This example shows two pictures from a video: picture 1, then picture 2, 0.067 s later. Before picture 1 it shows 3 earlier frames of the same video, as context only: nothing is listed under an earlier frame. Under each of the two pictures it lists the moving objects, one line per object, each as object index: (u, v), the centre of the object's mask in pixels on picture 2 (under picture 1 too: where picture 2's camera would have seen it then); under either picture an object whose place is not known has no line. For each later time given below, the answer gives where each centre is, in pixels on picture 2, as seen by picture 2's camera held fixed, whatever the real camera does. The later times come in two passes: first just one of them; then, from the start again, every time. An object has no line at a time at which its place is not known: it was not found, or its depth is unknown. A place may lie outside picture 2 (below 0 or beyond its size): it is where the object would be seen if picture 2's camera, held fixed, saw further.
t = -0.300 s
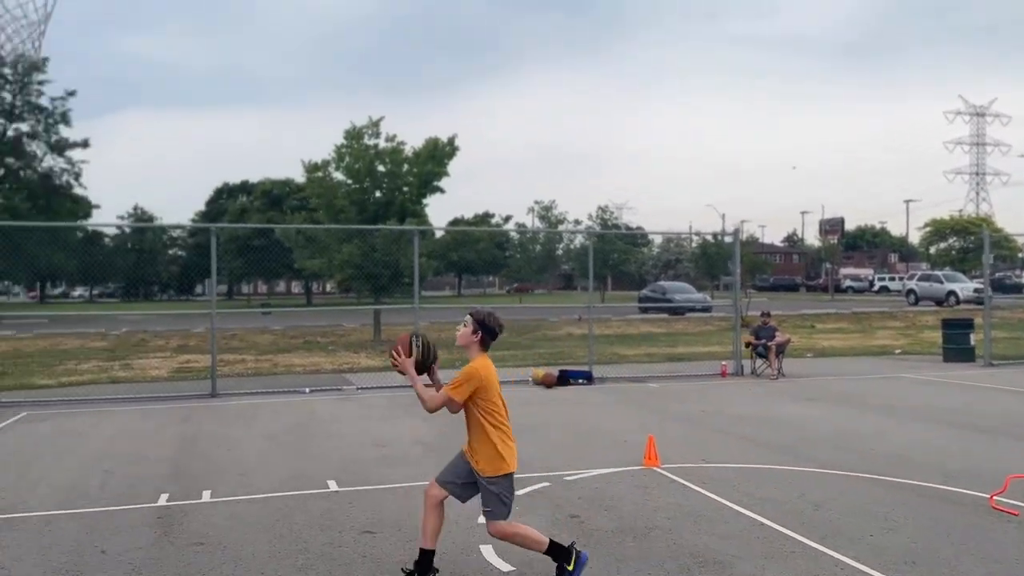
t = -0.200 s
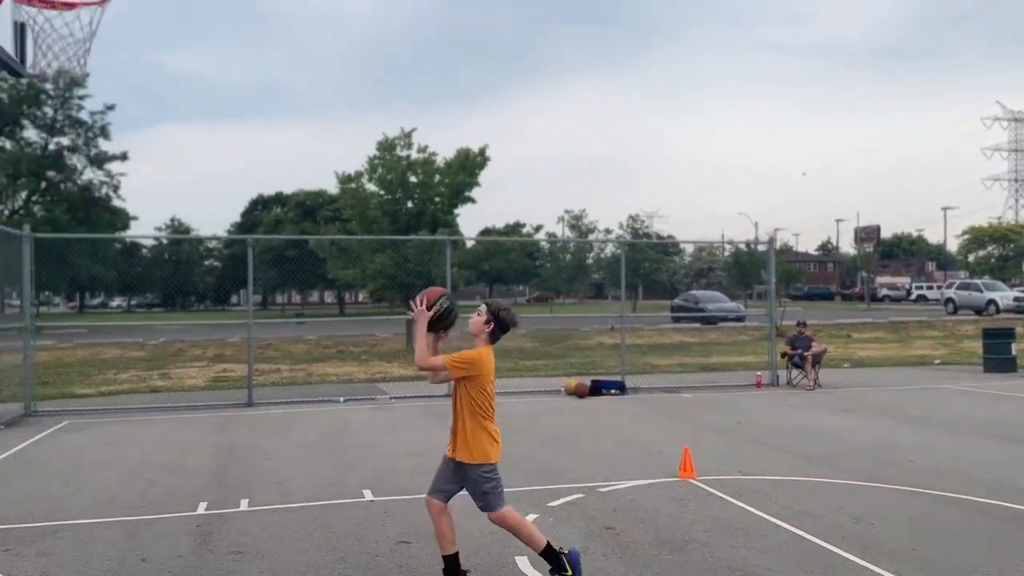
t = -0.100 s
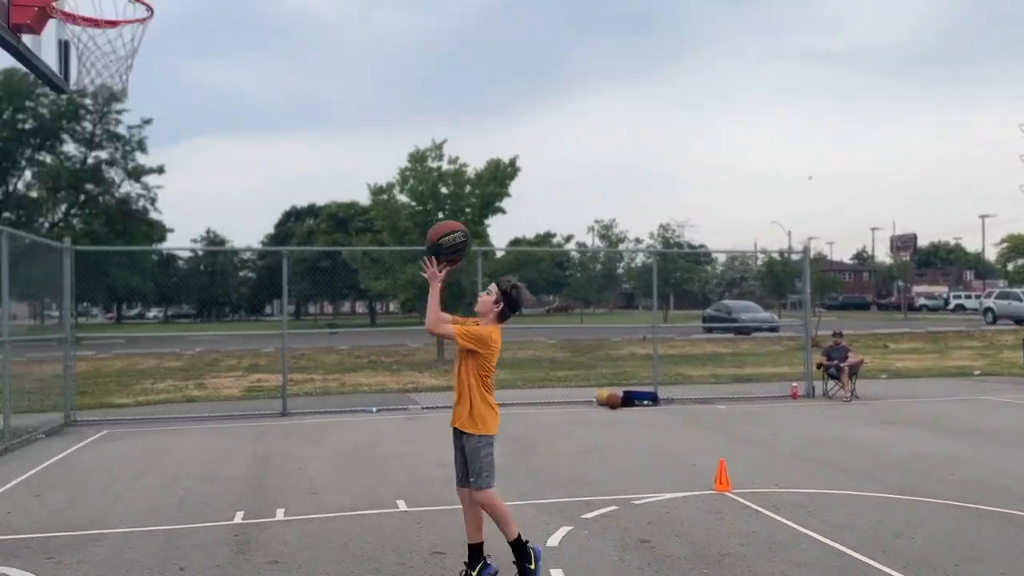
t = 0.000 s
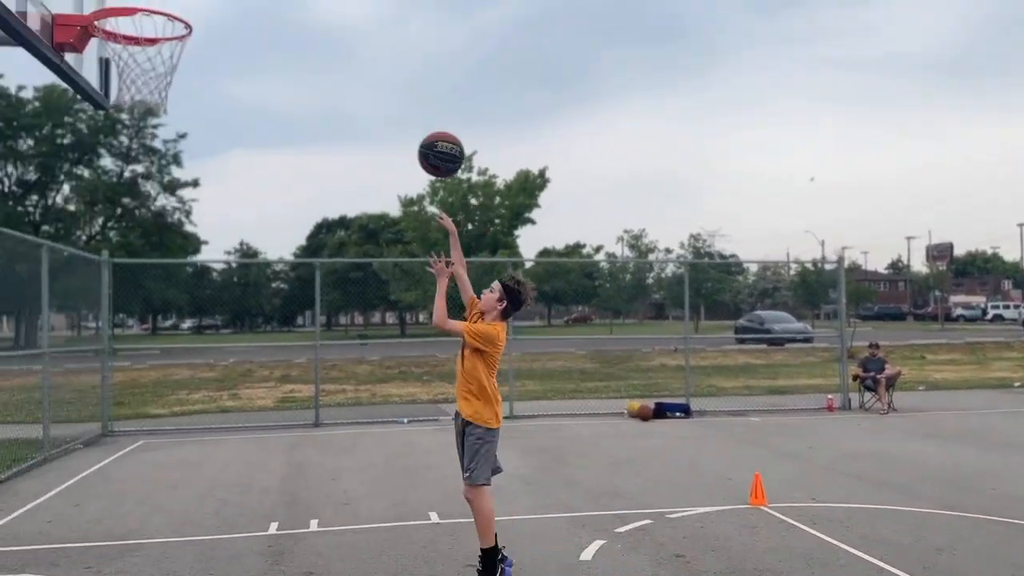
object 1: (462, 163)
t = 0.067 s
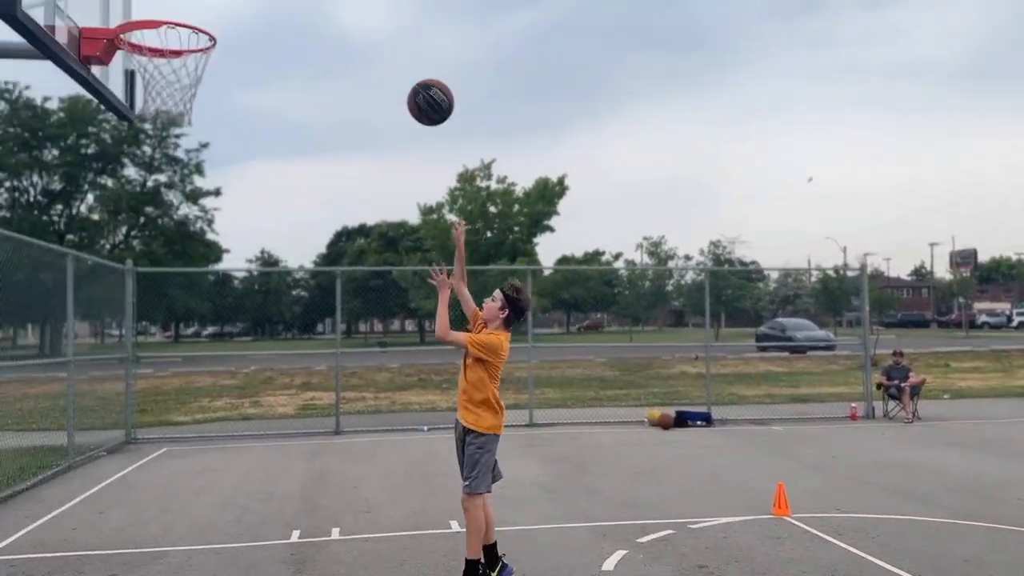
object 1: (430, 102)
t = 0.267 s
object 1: (335, -20)
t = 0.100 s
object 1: (415, 75)
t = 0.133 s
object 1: (399, 50)
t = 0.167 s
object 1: (383, 27)
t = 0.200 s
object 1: (368, 5)
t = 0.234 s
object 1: (352, -9)
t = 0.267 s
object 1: (335, -20)
